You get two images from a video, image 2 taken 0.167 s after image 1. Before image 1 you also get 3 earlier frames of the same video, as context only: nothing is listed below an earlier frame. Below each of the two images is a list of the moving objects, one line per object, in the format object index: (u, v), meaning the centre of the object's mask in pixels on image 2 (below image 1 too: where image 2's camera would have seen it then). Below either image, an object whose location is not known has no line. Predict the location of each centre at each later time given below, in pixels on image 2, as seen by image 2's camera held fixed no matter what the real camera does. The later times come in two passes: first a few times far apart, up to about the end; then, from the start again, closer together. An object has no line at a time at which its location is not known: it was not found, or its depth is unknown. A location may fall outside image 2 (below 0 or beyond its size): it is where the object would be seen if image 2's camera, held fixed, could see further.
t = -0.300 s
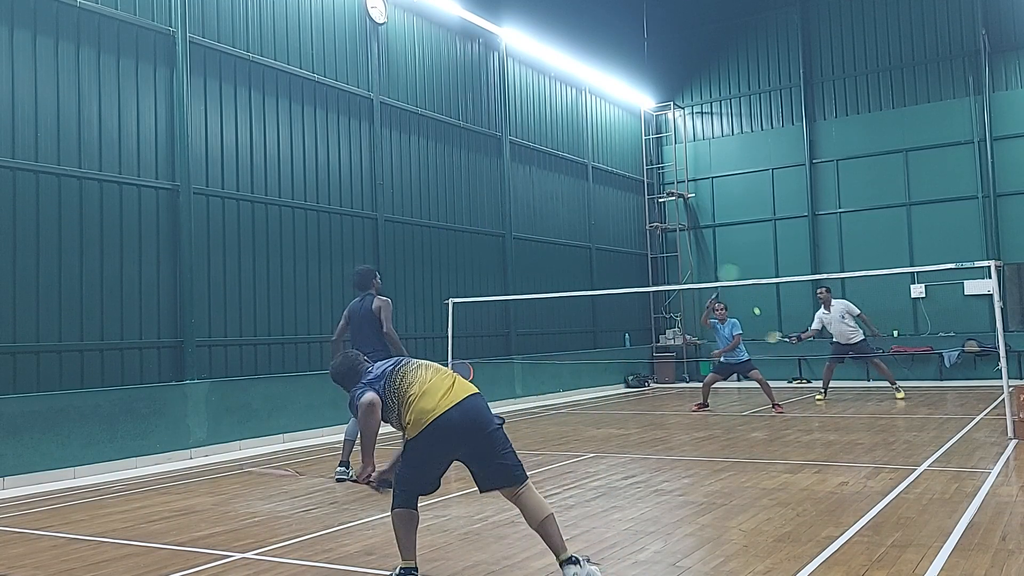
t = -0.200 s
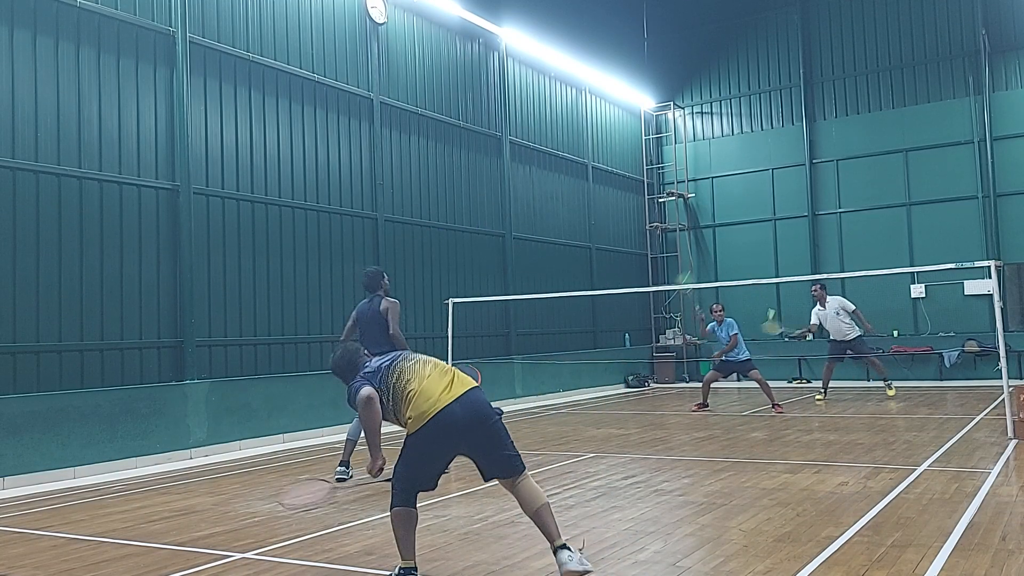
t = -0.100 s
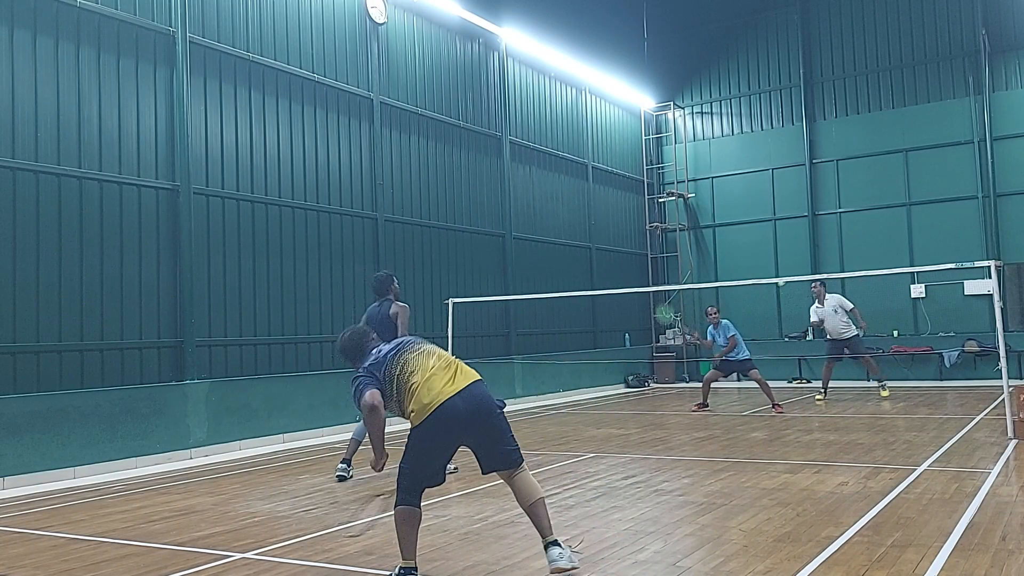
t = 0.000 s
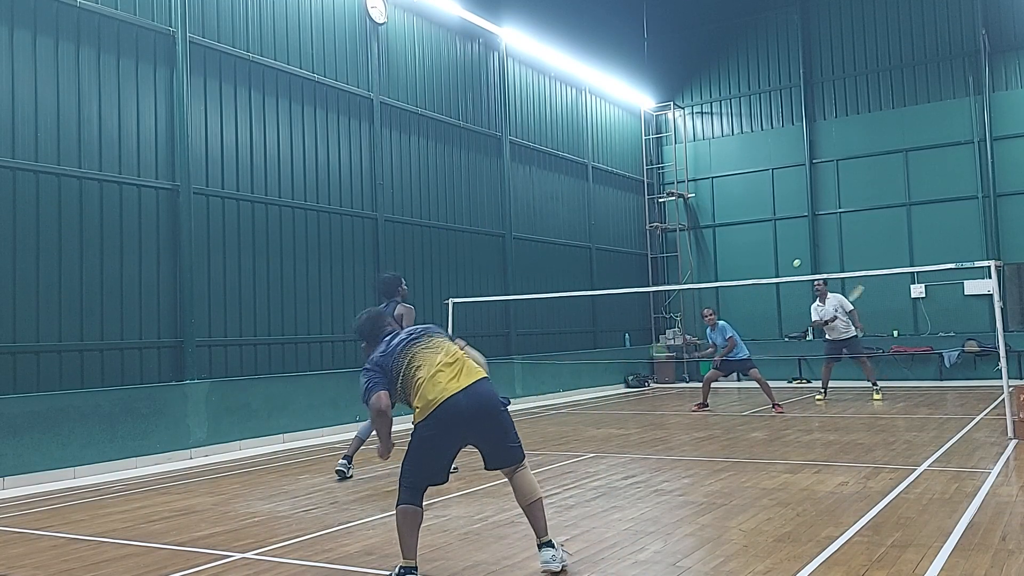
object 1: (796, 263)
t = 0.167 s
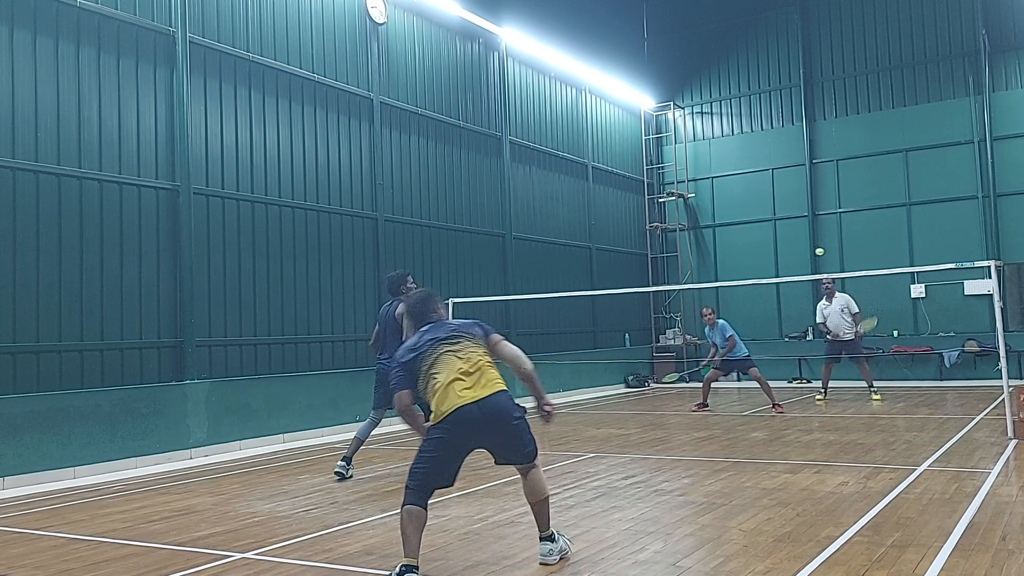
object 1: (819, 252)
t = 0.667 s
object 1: (893, 397)
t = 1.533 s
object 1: (954, 478)
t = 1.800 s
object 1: (960, 479)
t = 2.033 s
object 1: (961, 480)
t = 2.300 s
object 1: (962, 480)
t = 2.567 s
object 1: (962, 481)
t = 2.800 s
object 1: (962, 481)
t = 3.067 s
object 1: (962, 481)
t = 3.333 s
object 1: (961, 482)
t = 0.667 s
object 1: (893, 397)
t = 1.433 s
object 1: (949, 477)
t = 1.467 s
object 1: (951, 477)
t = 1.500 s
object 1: (953, 478)
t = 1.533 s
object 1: (954, 478)
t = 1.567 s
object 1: (955, 478)
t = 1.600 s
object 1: (956, 478)
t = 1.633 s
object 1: (958, 478)
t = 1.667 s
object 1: (958, 478)
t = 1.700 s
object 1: (959, 478)
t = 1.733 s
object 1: (959, 478)
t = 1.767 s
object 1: (960, 479)
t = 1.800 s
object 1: (960, 479)
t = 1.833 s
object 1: (960, 479)
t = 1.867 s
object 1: (961, 479)
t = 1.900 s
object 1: (961, 479)
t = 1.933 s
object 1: (961, 479)
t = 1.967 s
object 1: (961, 479)
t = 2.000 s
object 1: (961, 479)
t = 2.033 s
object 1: (961, 480)
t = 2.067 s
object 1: (961, 480)
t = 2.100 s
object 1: (961, 480)
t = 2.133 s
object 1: (961, 480)
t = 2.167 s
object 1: (961, 480)
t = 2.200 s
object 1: (962, 480)
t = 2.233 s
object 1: (962, 480)
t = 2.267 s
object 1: (962, 480)
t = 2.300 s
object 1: (962, 480)
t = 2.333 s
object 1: (962, 480)
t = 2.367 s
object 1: (962, 480)
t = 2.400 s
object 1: (962, 481)
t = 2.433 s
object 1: (962, 481)
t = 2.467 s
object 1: (962, 481)
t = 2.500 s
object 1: (962, 481)
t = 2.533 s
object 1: (962, 481)
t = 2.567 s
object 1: (962, 481)
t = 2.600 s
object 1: (962, 481)
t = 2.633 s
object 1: (962, 481)
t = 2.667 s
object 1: (962, 481)
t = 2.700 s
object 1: (962, 481)
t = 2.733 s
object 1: (962, 481)
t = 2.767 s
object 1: (962, 481)
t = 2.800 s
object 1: (962, 481)
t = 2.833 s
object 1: (962, 481)
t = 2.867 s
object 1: (962, 481)
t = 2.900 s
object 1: (962, 481)
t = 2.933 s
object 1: (962, 481)
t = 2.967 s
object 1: (962, 482)
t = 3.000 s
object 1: (962, 482)
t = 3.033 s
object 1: (962, 481)
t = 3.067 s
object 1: (962, 481)
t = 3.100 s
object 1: (961, 482)
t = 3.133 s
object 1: (961, 482)
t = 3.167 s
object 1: (962, 481)
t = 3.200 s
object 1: (961, 481)
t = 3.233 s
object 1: (961, 482)
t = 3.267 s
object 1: (961, 482)
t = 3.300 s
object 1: (961, 482)
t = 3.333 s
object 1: (961, 482)
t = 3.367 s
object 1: (961, 482)
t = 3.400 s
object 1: (961, 482)
